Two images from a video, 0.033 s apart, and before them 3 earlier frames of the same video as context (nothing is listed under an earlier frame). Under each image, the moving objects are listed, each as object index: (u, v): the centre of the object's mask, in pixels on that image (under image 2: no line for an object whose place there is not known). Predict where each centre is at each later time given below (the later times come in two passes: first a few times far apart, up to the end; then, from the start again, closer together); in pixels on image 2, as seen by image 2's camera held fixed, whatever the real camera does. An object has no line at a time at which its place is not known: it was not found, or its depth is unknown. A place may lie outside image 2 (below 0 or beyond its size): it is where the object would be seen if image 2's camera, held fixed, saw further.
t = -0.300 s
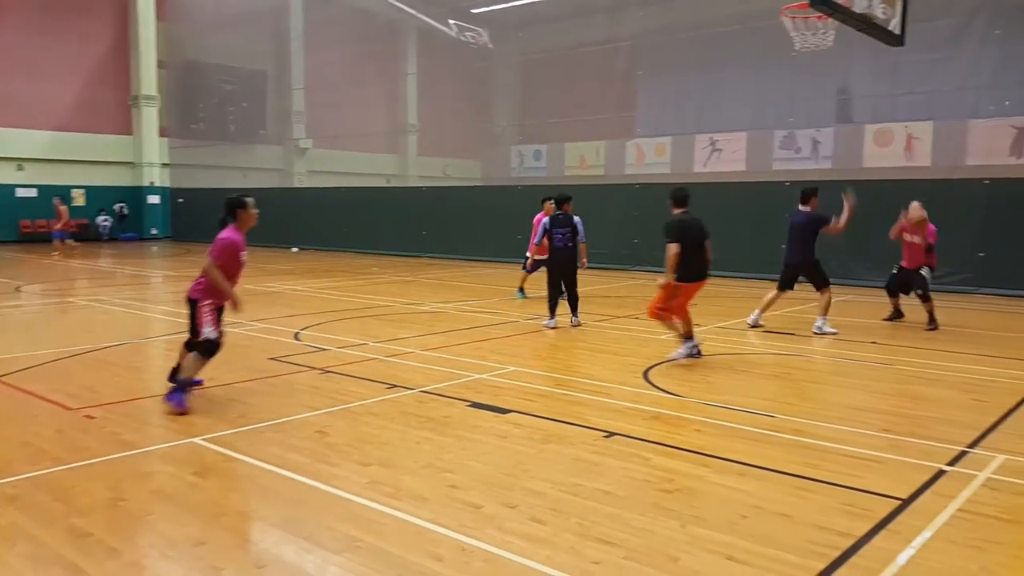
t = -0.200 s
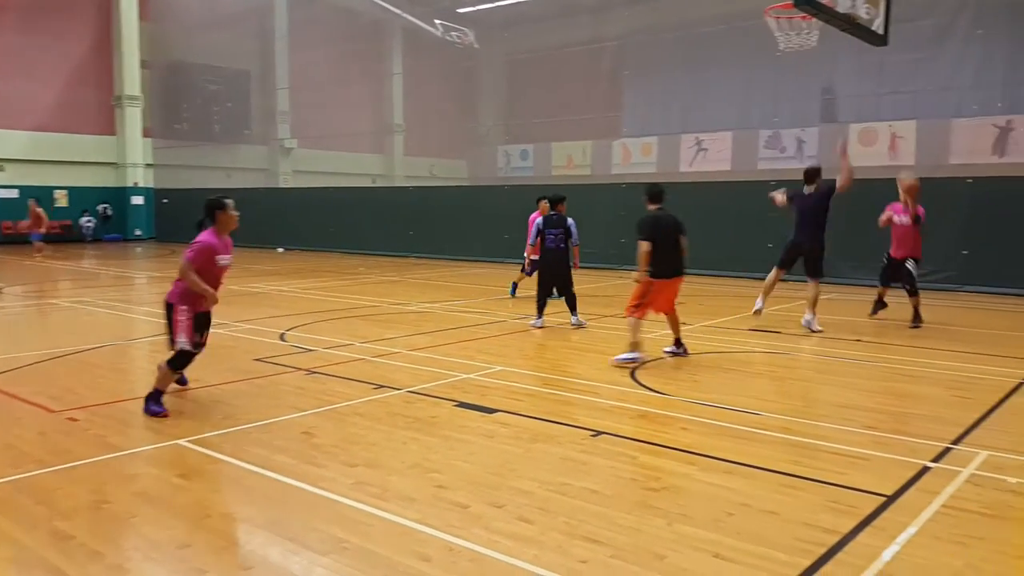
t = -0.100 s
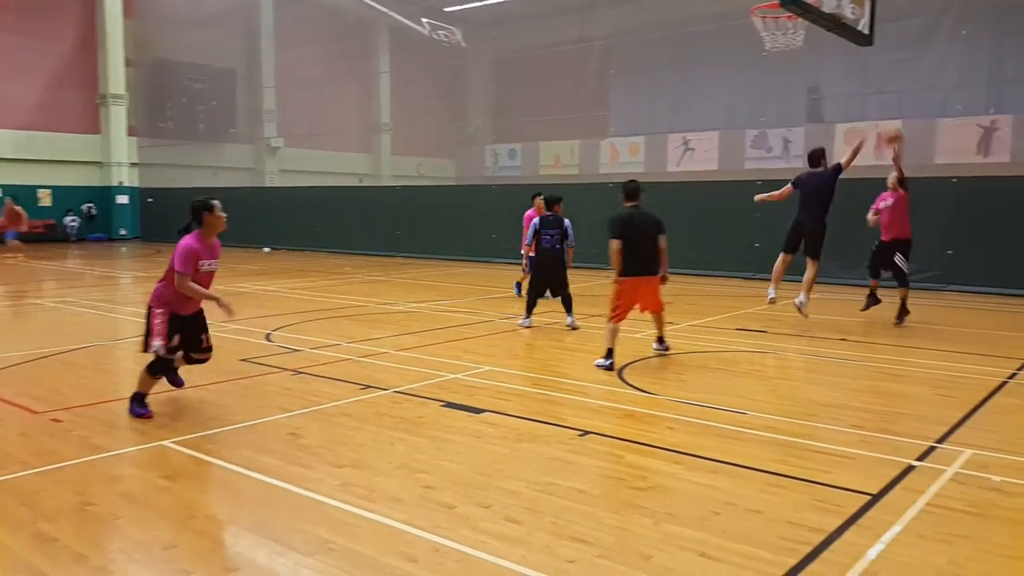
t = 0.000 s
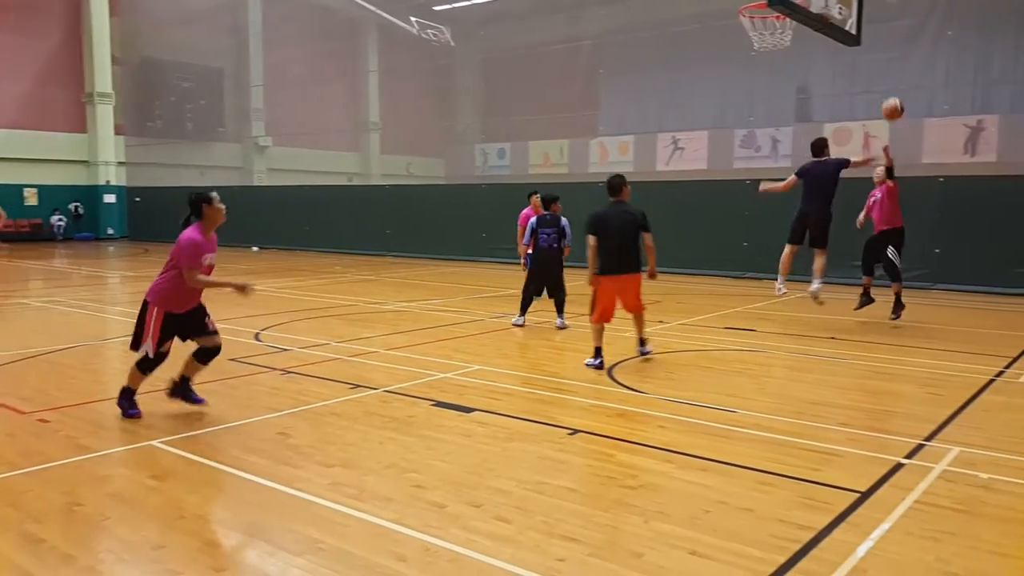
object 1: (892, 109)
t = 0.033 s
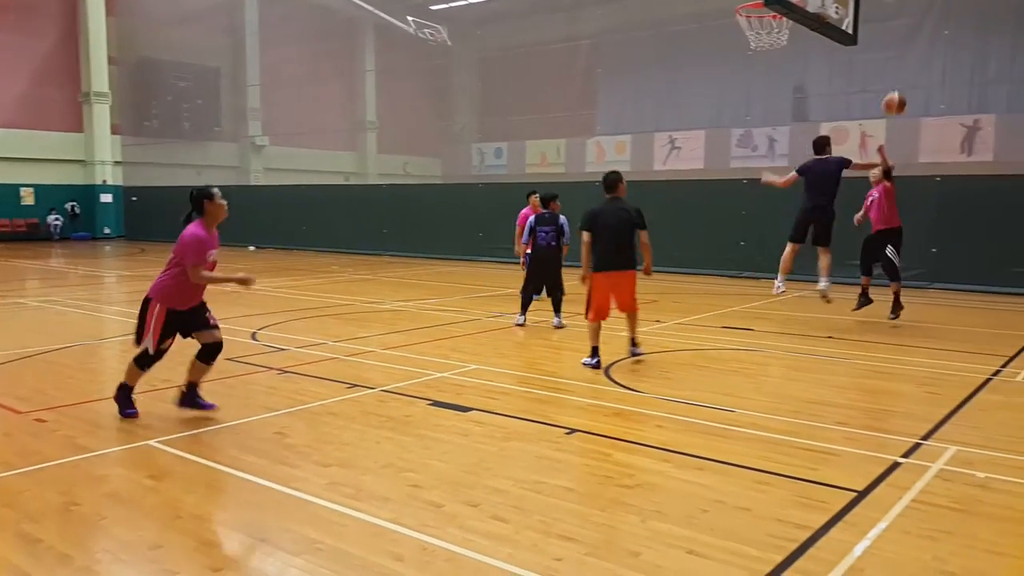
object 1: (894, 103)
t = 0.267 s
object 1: (933, 89)
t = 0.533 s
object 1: (981, 144)
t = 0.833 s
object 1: (1037, 319)
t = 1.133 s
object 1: (1086, 254)
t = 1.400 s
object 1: (1125, 185)
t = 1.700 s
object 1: (1159, 214)
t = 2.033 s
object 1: (1181, 394)
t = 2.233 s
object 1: (1222, 307)
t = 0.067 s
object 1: (900, 99)
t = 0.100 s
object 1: (905, 95)
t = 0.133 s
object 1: (910, 91)
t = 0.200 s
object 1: (922, 87)
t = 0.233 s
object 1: (927, 87)
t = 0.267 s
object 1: (933, 89)
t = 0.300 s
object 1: (938, 91)
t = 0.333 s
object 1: (943, 93)
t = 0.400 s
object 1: (957, 104)
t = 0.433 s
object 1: (962, 111)
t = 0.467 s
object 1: (969, 121)
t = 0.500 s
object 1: (975, 132)
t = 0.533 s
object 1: (981, 144)
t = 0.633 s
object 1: (998, 188)
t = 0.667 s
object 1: (1004, 205)
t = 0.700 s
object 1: (1011, 226)
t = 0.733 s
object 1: (1018, 247)
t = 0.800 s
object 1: (1032, 293)
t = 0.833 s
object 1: (1037, 319)
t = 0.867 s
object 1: (1046, 353)
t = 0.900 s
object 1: (1052, 376)
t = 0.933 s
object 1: (1058, 357)
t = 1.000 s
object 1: (1069, 319)
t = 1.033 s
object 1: (1071, 297)
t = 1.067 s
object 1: (1078, 283)
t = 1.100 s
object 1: (1082, 269)
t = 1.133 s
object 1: (1086, 254)
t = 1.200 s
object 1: (1096, 229)
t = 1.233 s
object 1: (1102, 219)
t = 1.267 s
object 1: (1107, 209)
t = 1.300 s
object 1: (1110, 200)
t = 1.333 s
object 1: (1116, 194)
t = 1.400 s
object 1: (1125, 185)
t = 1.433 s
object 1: (1129, 182)
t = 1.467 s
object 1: (1133, 181)
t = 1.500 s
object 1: (1136, 181)
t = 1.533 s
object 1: (1140, 182)
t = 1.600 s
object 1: (1147, 190)
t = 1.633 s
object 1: (1150, 196)
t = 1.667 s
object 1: (1154, 204)
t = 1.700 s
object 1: (1159, 214)
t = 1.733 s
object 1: (1161, 225)
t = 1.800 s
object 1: (1166, 251)
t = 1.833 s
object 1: (1169, 267)
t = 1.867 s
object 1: (1171, 283)
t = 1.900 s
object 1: (1174, 301)
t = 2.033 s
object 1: (1181, 394)
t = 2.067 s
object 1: (1187, 380)
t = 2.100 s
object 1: (1194, 364)
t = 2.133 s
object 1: (1200, 349)
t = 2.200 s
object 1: (1216, 319)
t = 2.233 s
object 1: (1222, 307)
